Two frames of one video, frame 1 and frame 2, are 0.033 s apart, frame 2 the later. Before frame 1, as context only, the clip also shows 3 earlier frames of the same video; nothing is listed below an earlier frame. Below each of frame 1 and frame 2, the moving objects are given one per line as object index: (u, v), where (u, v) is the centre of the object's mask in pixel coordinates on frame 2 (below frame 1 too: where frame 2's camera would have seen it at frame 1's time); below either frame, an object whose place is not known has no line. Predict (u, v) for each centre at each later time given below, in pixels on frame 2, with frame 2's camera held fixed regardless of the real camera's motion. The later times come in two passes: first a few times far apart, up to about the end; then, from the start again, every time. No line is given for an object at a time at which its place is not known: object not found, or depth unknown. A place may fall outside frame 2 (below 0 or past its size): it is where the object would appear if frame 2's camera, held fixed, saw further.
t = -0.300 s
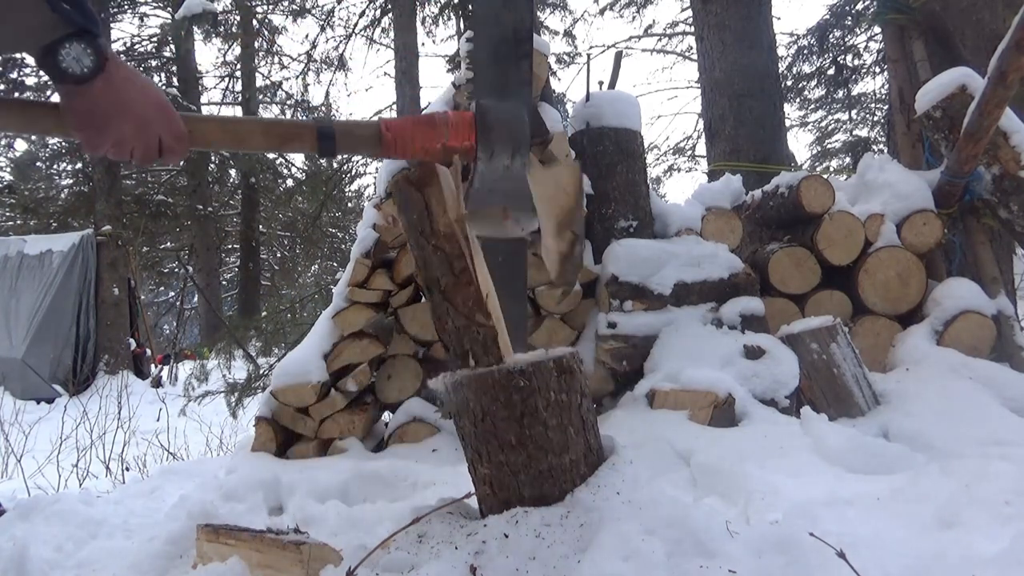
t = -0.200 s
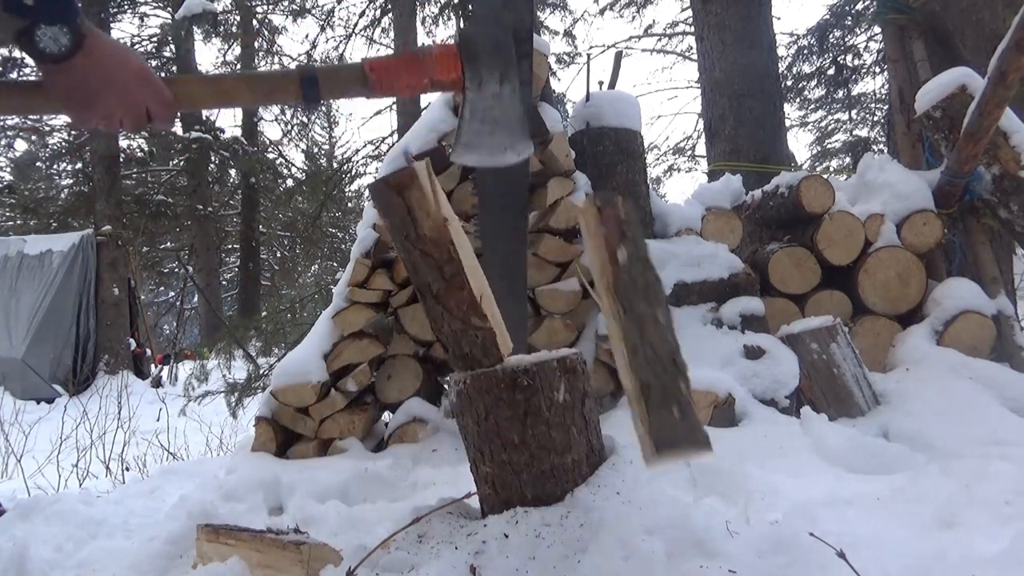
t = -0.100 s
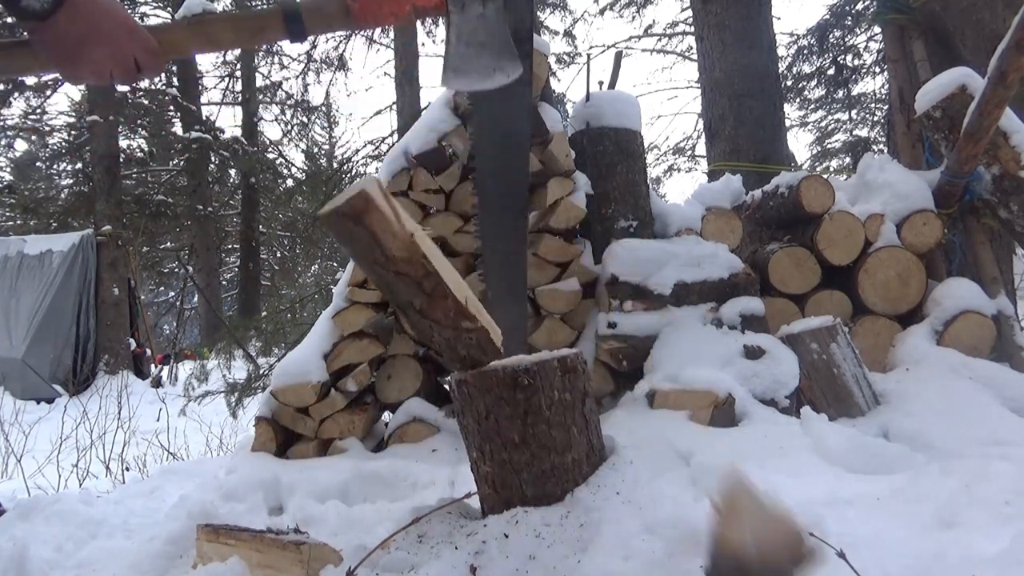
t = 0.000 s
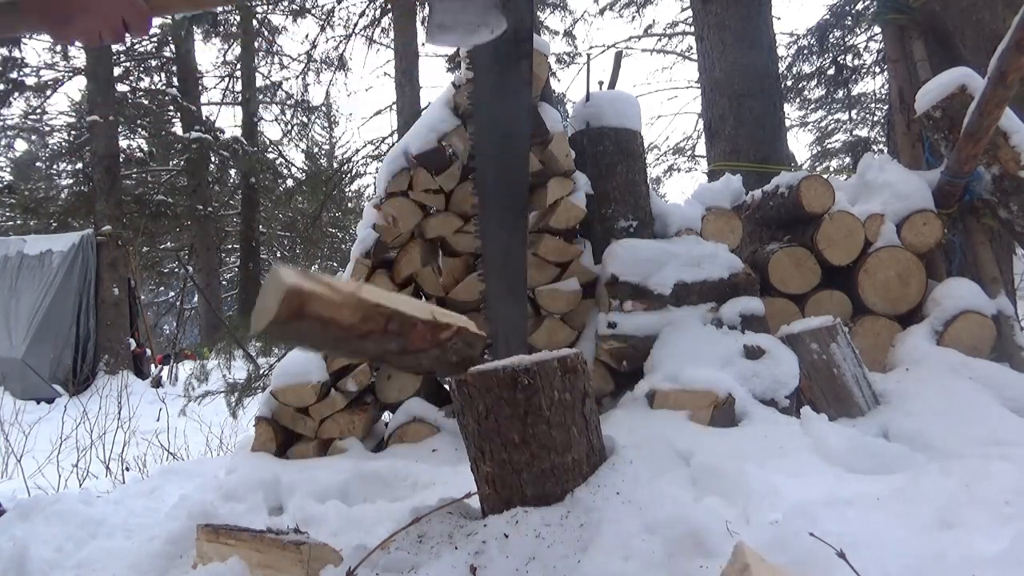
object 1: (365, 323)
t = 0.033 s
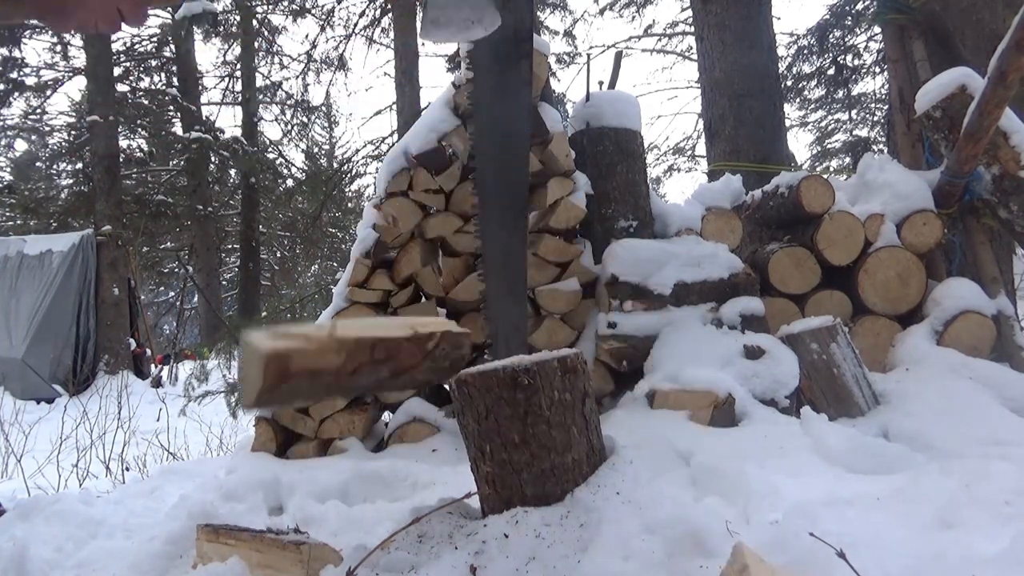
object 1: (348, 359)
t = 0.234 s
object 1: (336, 519)
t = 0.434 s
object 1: (320, 549)
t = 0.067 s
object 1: (332, 406)
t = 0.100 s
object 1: (322, 463)
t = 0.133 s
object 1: (329, 495)
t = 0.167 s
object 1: (329, 512)
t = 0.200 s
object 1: (332, 514)
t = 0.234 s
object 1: (336, 519)
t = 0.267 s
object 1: (340, 525)
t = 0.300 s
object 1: (338, 531)
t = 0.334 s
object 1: (332, 537)
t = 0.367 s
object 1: (325, 544)
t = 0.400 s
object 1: (321, 549)
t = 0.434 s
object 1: (320, 549)
